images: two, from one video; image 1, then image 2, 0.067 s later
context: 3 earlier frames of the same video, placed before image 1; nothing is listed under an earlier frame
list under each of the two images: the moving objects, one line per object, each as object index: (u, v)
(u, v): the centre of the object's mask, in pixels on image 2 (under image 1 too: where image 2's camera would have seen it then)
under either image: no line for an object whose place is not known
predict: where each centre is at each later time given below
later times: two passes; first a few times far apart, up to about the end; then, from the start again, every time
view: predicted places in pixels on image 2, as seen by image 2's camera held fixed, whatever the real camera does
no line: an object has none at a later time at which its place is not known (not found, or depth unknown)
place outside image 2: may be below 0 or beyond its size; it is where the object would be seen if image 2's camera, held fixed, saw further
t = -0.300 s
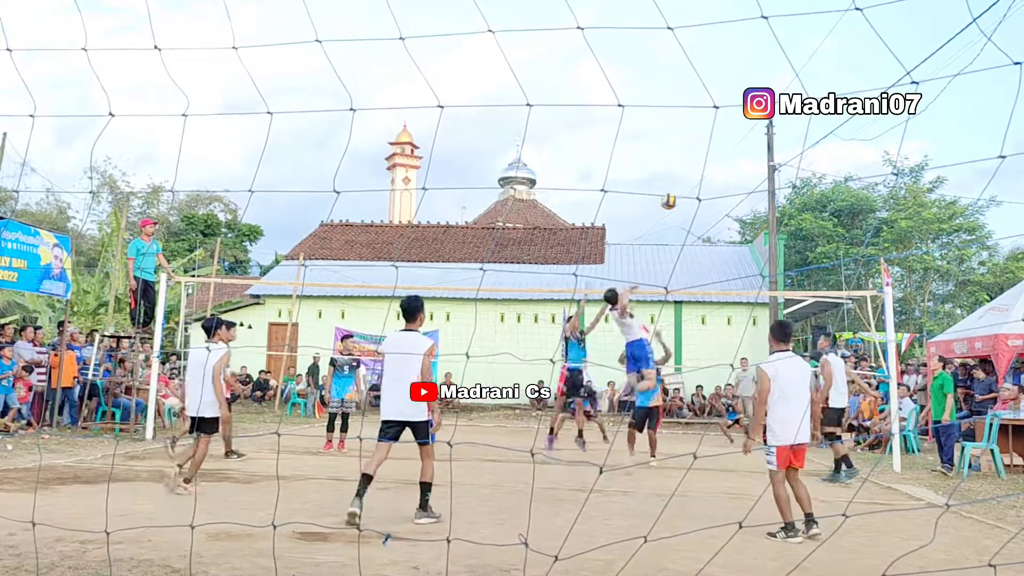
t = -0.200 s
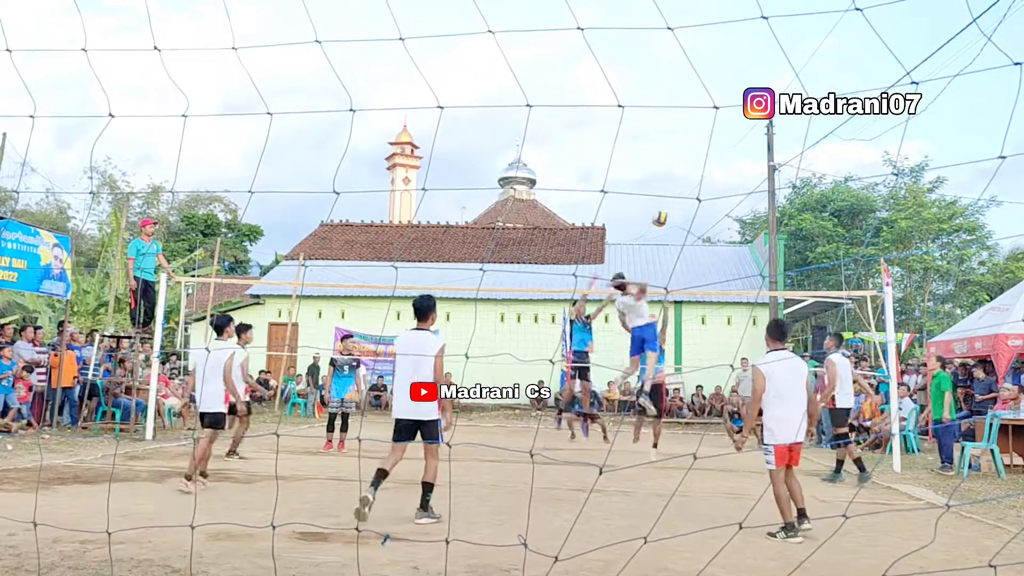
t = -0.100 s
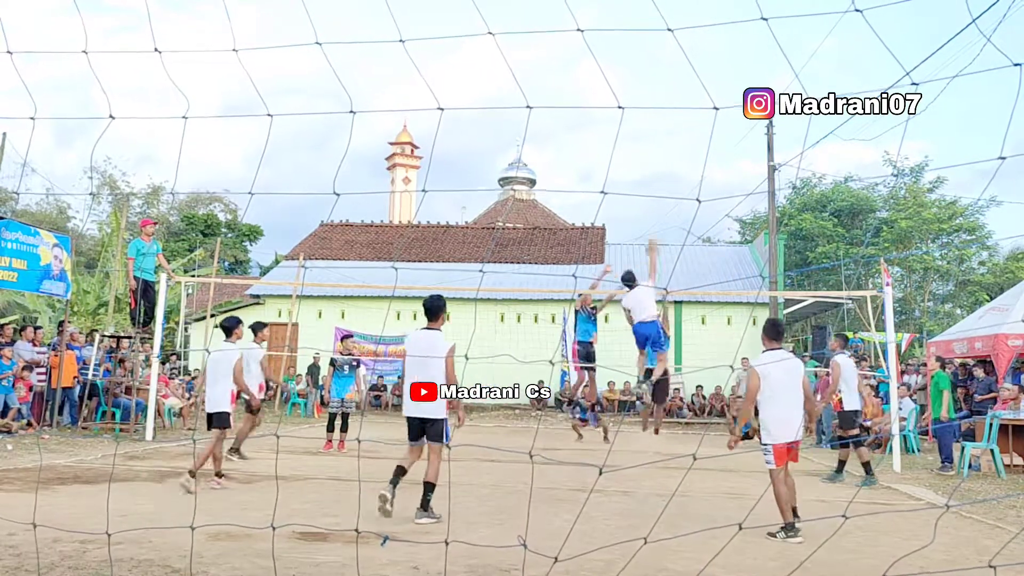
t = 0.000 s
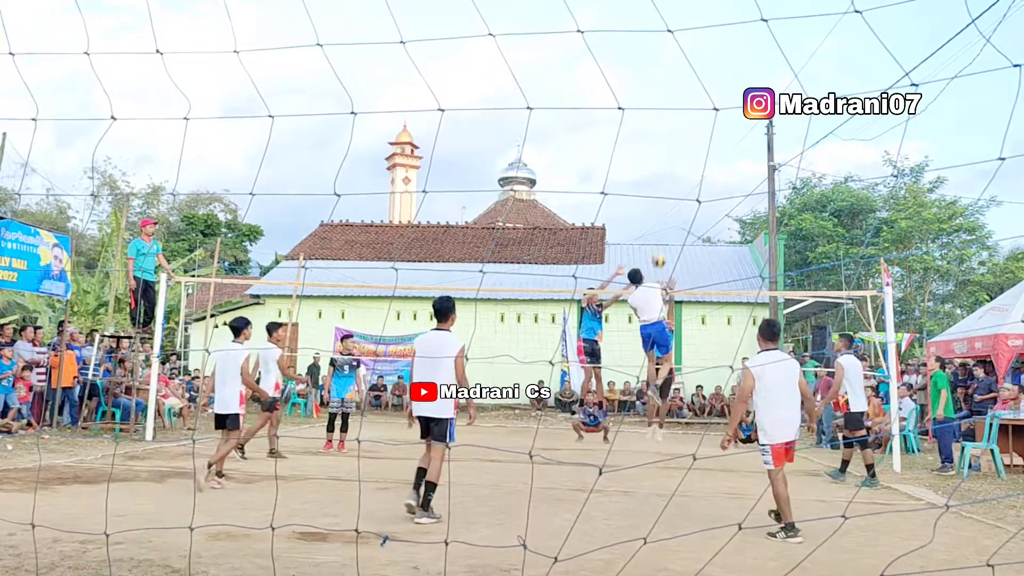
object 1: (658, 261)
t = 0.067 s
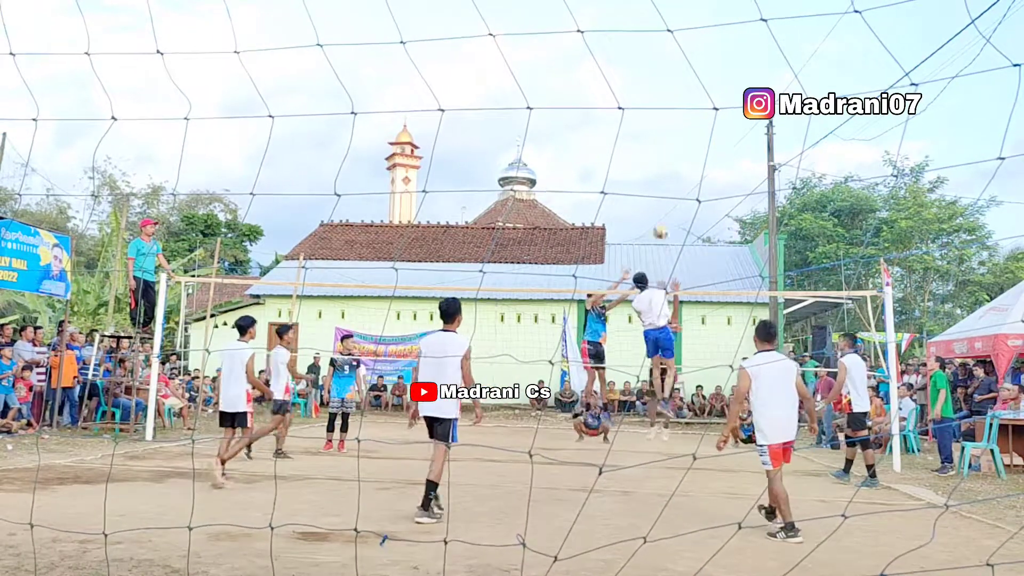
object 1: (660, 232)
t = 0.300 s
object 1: (664, 160)
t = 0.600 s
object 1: (669, 124)
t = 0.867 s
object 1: (674, 140)
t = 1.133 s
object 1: (679, 202)
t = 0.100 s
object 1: (661, 219)
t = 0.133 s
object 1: (660, 209)
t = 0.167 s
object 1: (661, 196)
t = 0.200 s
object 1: (662, 186)
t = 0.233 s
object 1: (663, 176)
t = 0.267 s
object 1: (664, 168)
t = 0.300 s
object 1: (664, 160)
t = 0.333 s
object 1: (665, 152)
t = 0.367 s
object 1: (666, 146)
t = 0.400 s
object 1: (666, 141)
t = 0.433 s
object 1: (667, 135)
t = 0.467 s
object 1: (667, 131)
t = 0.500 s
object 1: (668, 129)
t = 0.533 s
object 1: (668, 127)
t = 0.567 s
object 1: (669, 125)
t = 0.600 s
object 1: (669, 124)
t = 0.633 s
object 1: (670, 123)
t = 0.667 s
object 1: (670, 124)
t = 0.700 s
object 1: (671, 124)
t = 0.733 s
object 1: (672, 126)
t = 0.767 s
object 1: (673, 128)
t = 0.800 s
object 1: (673, 132)
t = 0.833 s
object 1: (674, 136)
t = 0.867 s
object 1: (674, 140)
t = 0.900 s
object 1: (675, 147)
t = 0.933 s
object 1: (676, 151)
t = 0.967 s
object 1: (676, 159)
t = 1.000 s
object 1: (677, 165)
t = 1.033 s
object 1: (677, 174)
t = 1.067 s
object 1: (678, 182)
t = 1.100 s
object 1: (679, 192)
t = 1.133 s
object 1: (679, 202)
